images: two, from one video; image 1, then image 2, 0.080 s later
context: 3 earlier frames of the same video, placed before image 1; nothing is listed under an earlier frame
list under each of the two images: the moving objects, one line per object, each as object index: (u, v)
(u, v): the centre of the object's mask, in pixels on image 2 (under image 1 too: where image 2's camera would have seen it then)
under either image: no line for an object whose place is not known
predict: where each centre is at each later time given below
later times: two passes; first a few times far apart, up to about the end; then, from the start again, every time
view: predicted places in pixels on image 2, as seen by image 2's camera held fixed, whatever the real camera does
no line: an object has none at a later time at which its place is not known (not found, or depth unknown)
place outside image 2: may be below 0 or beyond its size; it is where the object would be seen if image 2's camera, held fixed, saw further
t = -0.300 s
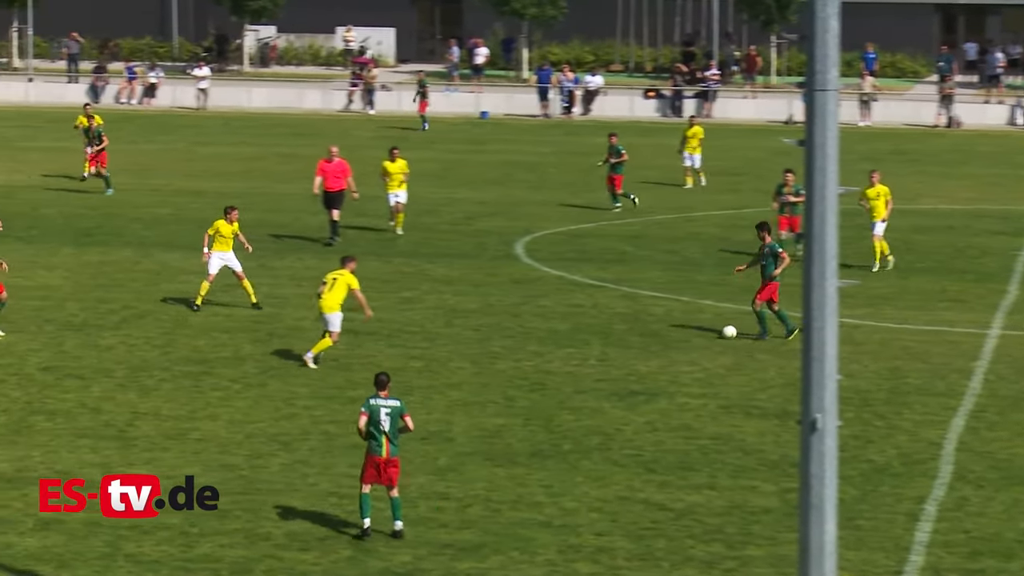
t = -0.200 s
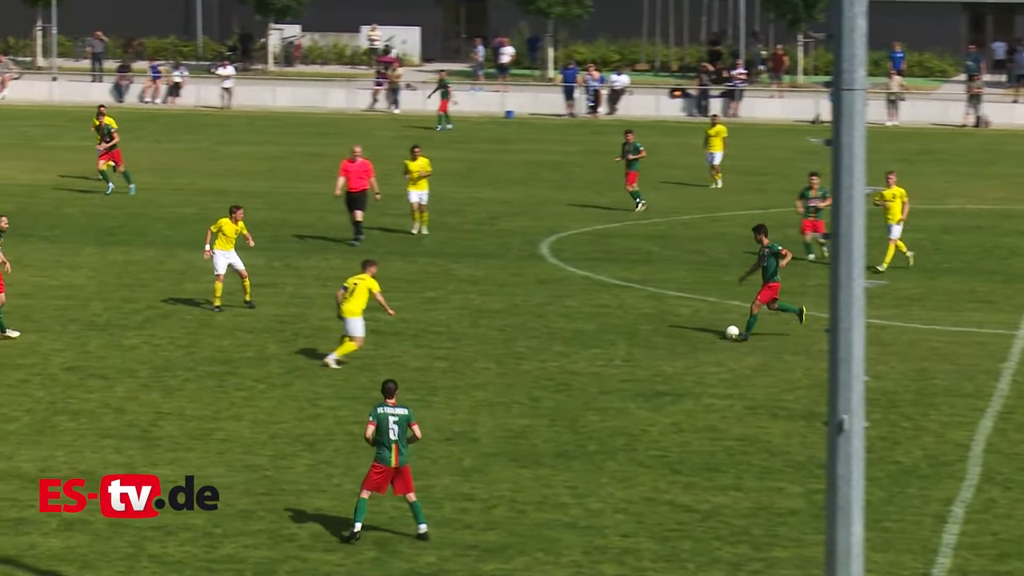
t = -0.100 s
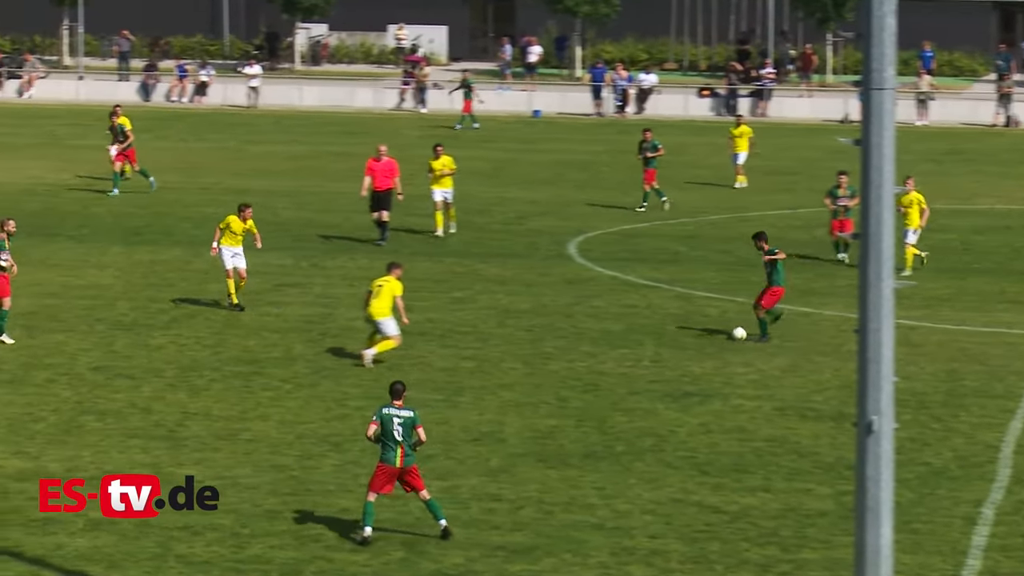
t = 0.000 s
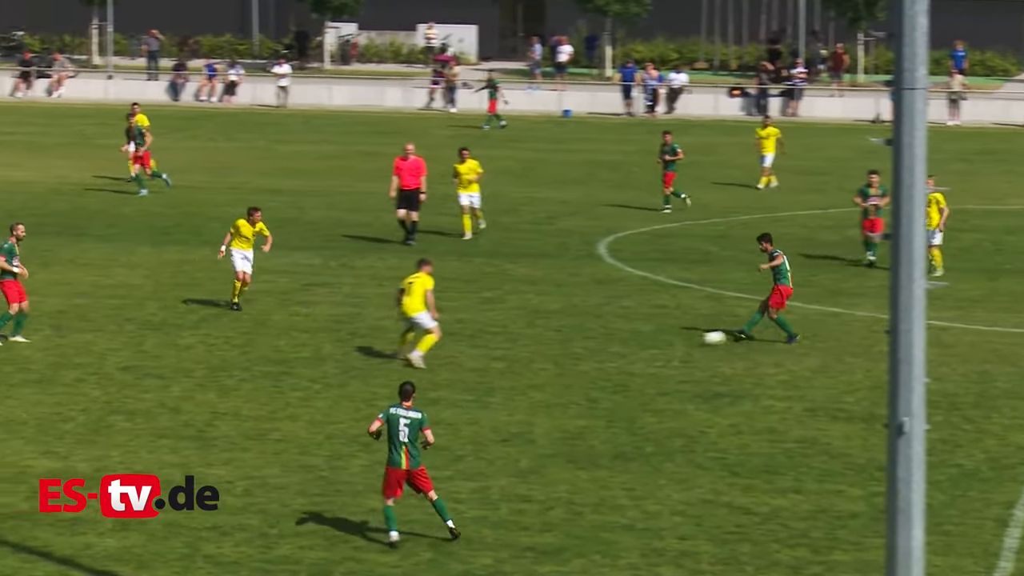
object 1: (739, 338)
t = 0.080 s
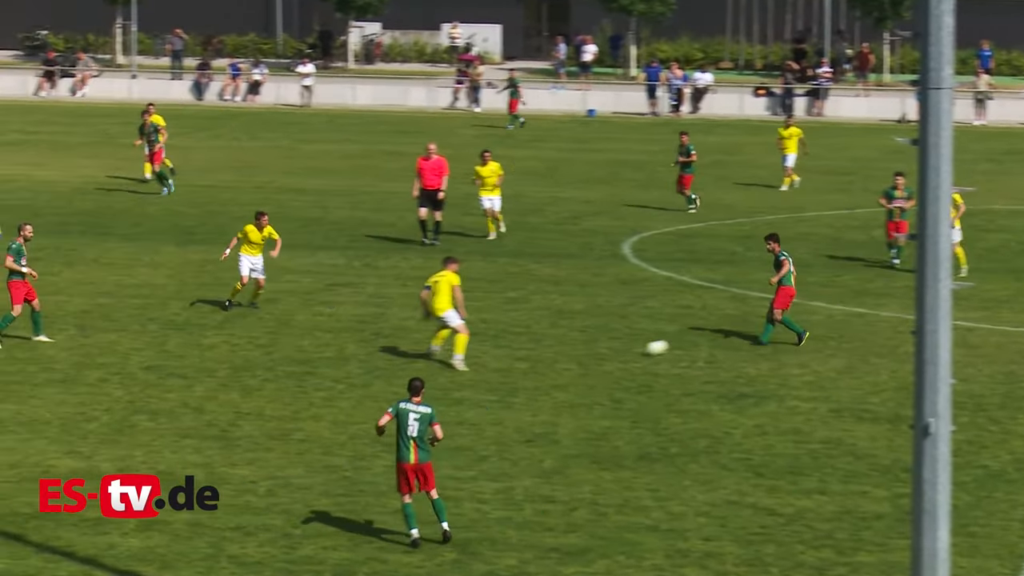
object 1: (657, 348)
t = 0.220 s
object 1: (516, 363)
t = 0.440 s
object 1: (300, 388)
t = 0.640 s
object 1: (112, 409)
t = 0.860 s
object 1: (-86, 434)
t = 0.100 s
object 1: (636, 350)
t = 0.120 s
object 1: (615, 352)
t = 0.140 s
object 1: (595, 355)
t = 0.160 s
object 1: (575, 357)
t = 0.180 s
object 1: (555, 359)
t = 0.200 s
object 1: (536, 361)
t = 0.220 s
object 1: (516, 363)
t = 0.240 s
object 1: (496, 365)
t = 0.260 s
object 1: (475, 367)
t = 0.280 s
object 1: (456, 370)
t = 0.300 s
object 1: (436, 372)
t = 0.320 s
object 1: (417, 374)
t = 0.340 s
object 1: (397, 376)
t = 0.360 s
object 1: (378, 378)
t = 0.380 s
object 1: (359, 380)
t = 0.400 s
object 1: (339, 383)
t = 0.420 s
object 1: (319, 385)
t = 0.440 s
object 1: (300, 388)
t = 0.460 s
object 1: (281, 390)
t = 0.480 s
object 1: (262, 392)
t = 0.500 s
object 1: (243, 394)
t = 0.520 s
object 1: (224, 396)
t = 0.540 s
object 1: (204, 399)
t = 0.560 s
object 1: (186, 401)
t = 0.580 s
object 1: (167, 403)
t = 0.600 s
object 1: (149, 404)
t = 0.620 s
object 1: (130, 407)
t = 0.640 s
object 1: (112, 409)
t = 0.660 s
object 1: (94, 411)
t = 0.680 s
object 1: (76, 413)
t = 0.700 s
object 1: (58, 415)
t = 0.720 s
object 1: (40, 418)
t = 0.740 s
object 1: (22, 420)
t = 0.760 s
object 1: (4, 422)
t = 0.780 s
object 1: (-15, 425)
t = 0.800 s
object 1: (-32, 427)
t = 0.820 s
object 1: (-50, 429)
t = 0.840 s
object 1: (-68, 431)
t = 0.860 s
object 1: (-86, 434)
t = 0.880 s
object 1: (-103, 436)
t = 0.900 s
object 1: (-121, 438)
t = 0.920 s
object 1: (-139, 440)
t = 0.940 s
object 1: (-156, 442)
